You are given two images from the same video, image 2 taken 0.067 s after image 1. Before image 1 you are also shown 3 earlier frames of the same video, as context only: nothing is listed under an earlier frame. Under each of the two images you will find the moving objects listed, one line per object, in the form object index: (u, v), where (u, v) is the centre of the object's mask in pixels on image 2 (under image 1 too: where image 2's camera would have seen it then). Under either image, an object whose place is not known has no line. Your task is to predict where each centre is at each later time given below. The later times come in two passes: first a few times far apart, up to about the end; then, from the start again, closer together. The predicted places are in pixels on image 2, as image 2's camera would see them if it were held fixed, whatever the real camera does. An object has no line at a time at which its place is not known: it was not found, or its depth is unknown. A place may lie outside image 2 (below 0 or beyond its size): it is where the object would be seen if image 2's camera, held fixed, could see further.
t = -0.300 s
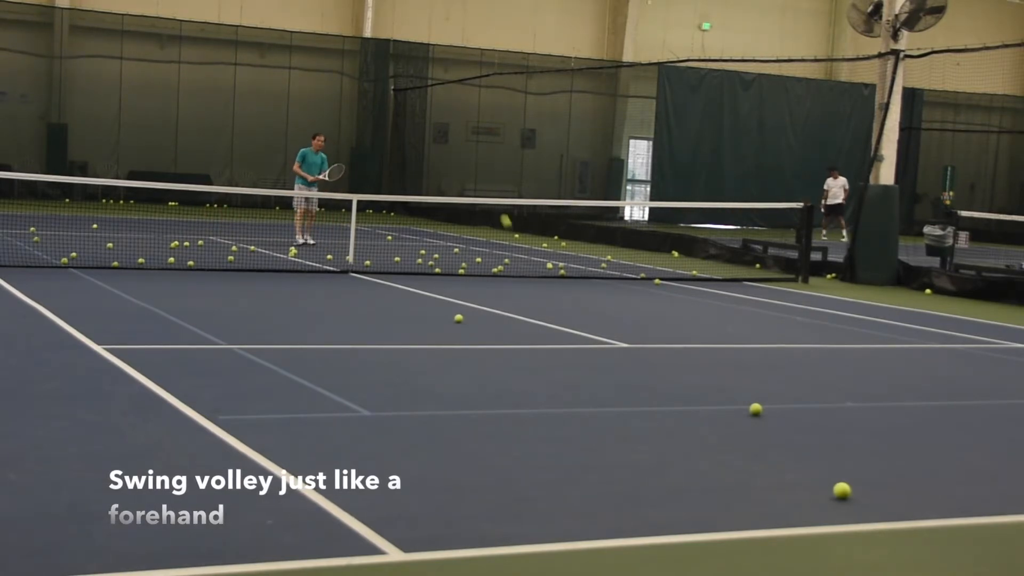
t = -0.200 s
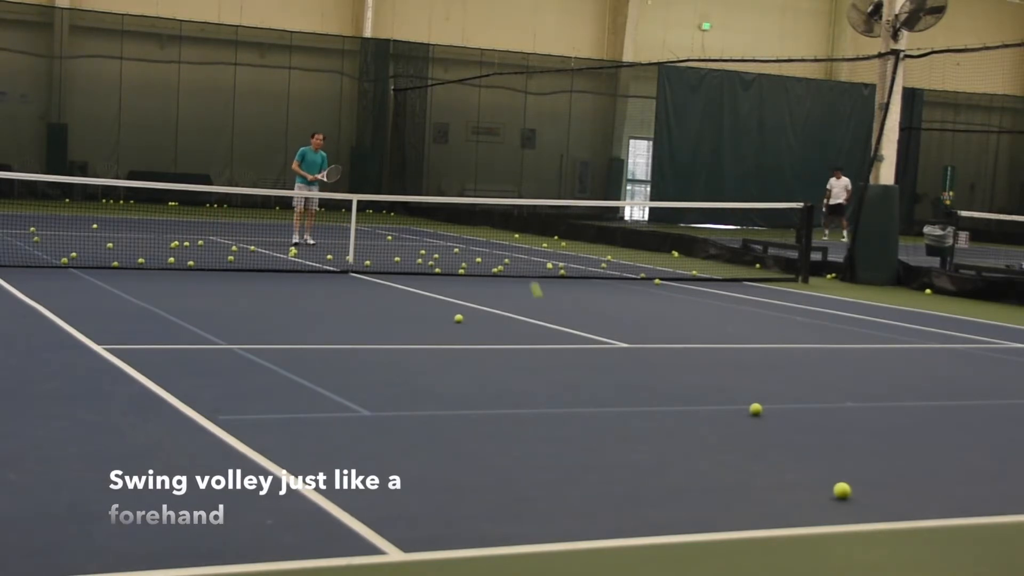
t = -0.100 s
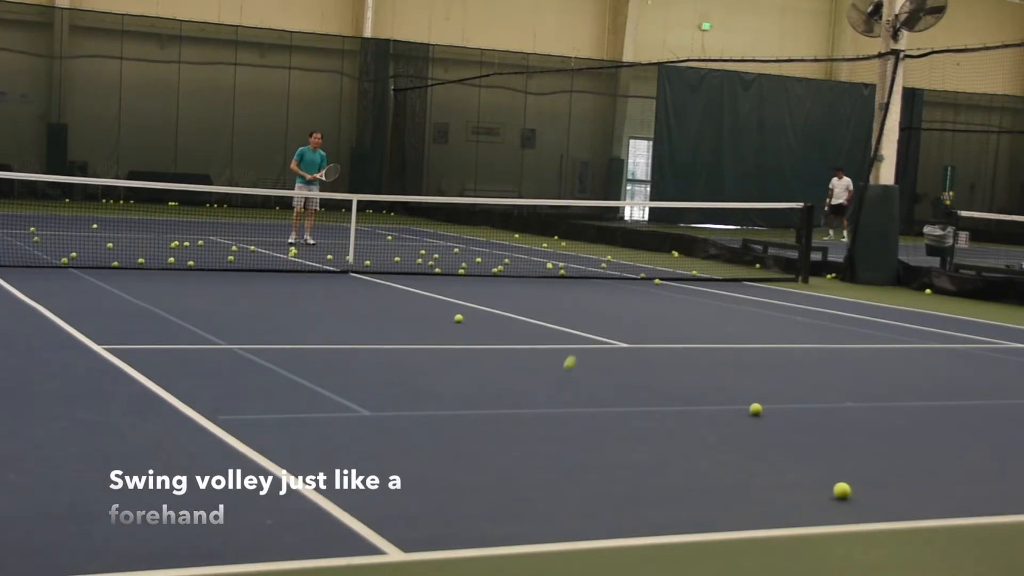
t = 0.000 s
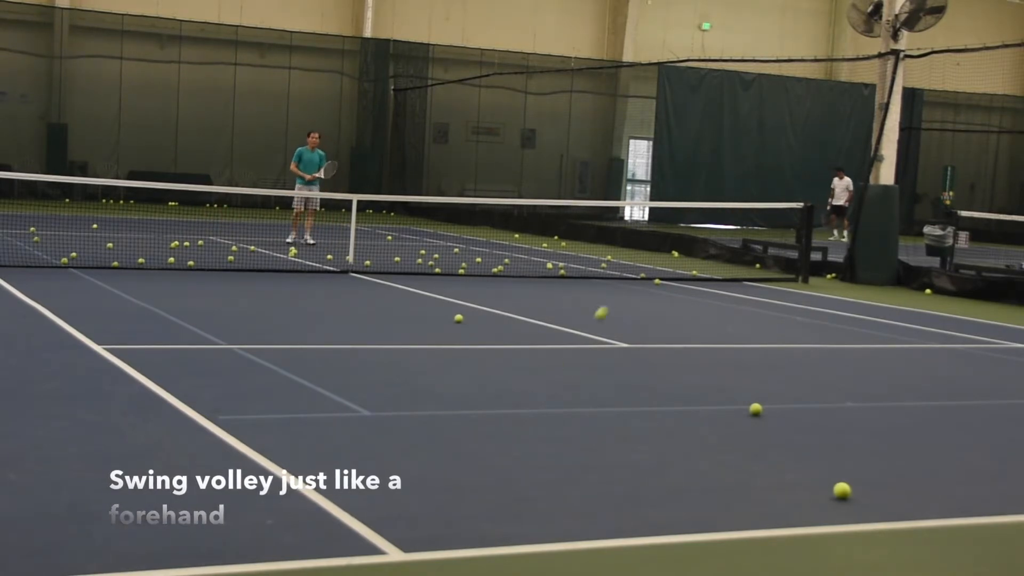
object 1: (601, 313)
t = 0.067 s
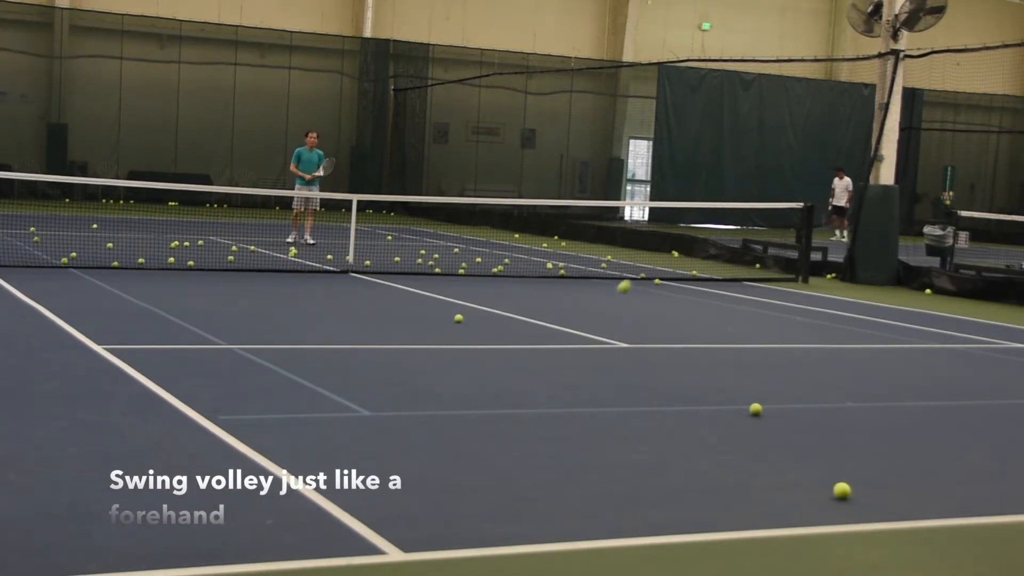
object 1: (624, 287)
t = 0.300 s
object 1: (721, 245)
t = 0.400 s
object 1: (773, 261)
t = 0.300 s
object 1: (721, 245)
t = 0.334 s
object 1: (738, 248)
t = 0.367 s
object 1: (755, 253)
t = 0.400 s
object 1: (773, 261)
